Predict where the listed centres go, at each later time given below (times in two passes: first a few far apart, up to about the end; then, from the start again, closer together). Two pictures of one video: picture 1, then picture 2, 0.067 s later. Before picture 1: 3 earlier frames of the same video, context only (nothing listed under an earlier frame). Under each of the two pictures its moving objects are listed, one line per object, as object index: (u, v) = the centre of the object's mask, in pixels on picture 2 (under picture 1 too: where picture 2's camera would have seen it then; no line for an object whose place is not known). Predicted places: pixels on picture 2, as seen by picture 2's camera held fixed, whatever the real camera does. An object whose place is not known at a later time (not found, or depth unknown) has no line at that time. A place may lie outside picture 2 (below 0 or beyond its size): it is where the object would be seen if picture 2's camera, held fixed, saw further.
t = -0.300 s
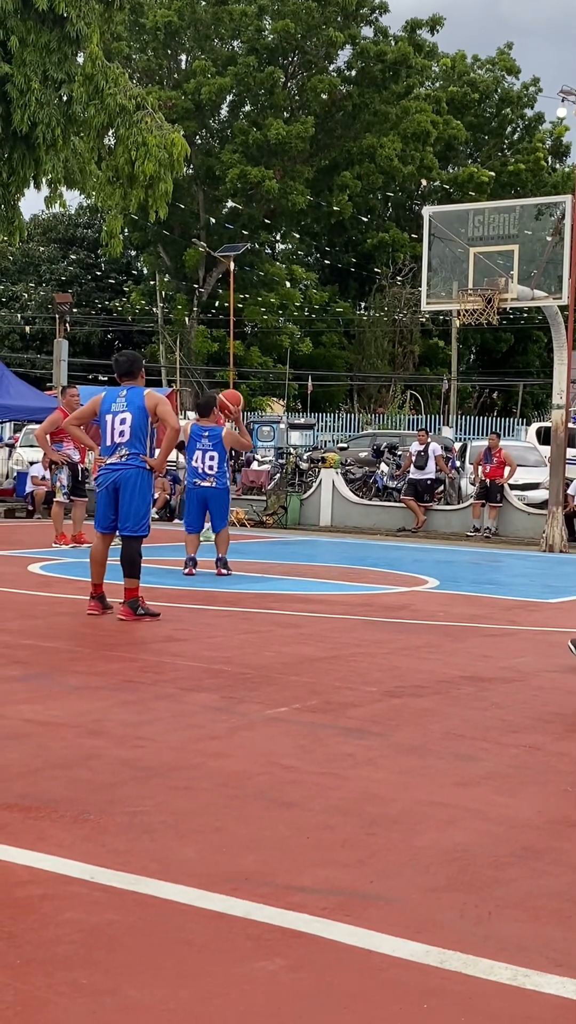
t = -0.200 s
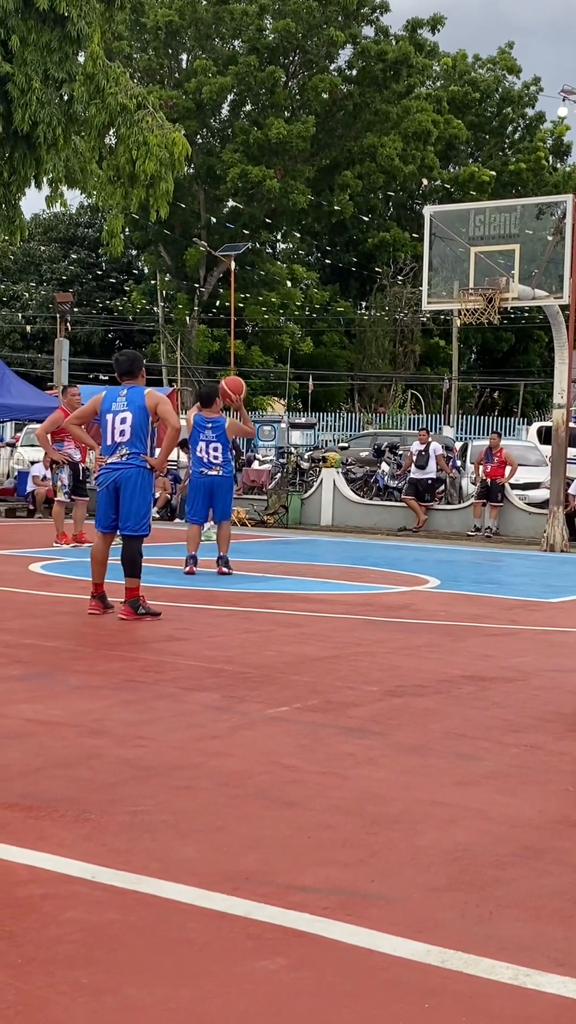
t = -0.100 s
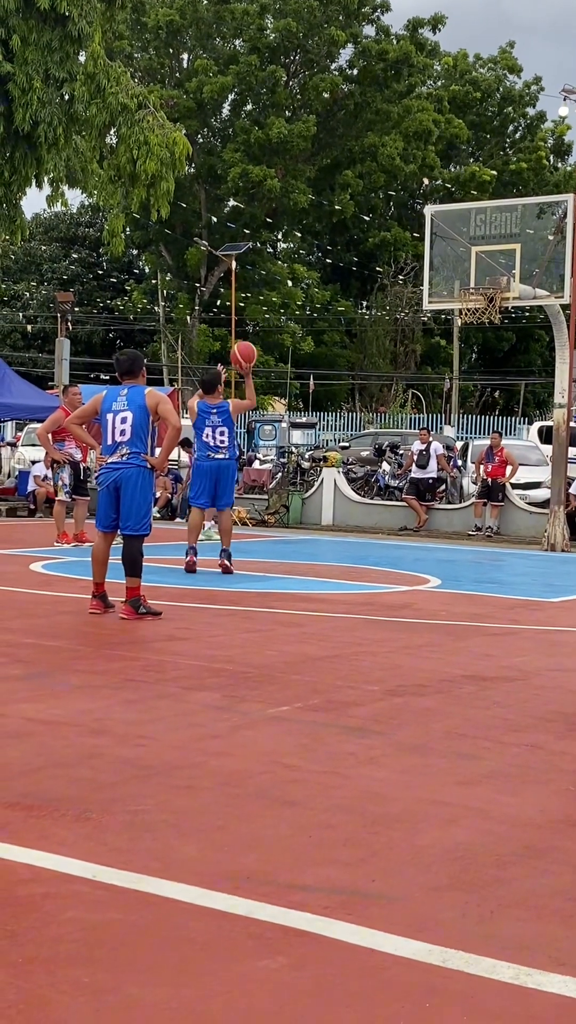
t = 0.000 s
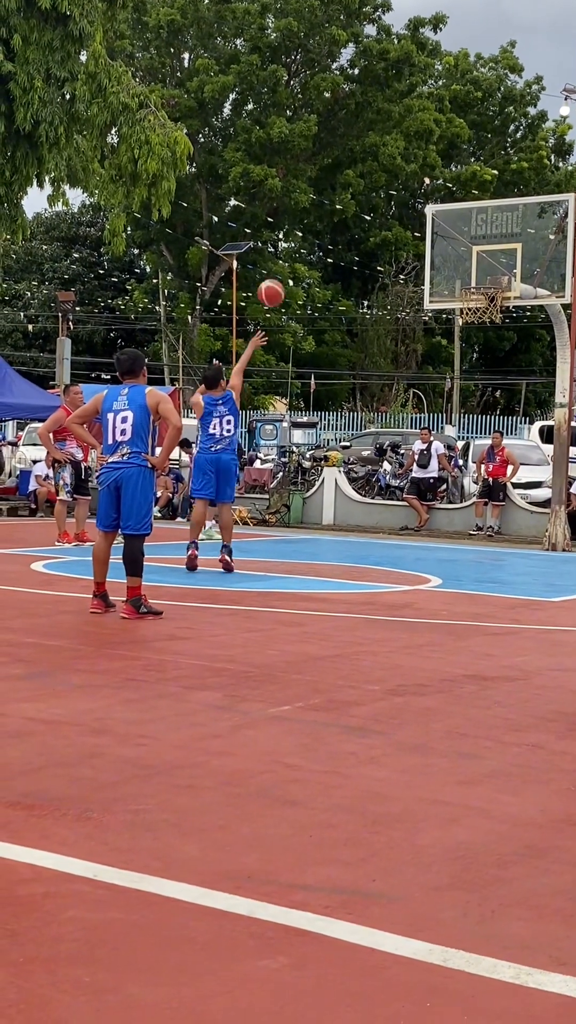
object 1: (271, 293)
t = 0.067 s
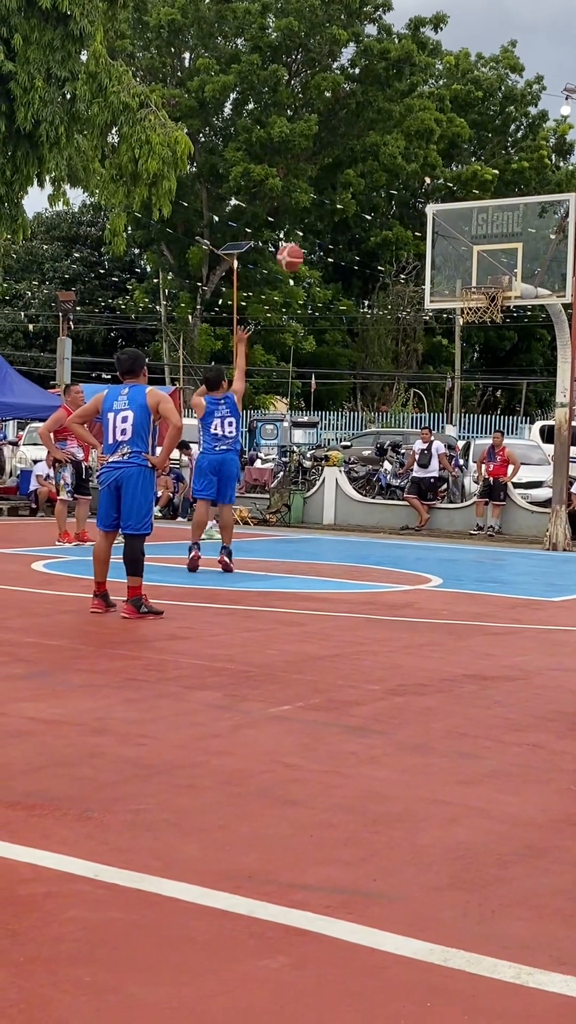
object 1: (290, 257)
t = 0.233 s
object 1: (332, 195)
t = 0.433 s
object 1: (375, 163)
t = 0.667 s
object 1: (418, 176)
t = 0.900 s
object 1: (455, 235)
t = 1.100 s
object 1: (481, 265)
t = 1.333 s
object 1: (485, 231)
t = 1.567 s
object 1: (484, 245)
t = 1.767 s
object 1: (481, 295)
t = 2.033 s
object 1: (474, 416)
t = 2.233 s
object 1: (467, 551)
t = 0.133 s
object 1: (307, 228)
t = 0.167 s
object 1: (316, 216)
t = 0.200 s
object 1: (324, 205)
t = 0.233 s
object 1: (332, 195)
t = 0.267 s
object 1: (340, 186)
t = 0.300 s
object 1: (347, 179)
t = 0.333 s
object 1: (354, 173)
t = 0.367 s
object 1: (362, 168)
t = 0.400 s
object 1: (369, 165)
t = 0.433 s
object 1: (375, 163)
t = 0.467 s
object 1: (382, 162)
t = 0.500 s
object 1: (389, 161)
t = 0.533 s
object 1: (395, 163)
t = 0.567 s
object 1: (401, 164)
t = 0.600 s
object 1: (407, 167)
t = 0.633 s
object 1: (413, 171)
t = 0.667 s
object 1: (418, 176)
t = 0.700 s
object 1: (424, 182)
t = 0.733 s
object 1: (429, 189)
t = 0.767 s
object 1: (435, 196)
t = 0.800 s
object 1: (440, 204)
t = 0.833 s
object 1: (444, 214)
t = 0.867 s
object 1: (450, 223)
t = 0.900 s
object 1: (455, 235)
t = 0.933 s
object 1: (459, 247)
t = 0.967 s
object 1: (463, 259)
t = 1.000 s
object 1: (467, 272)
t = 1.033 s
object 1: (471, 280)
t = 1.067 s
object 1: (477, 272)
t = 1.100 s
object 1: (481, 265)
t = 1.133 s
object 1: (485, 258)
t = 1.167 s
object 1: (484, 250)
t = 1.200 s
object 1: (486, 245)
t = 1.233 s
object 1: (486, 240)
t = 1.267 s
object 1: (485, 237)
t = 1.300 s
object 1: (485, 234)
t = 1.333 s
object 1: (485, 231)
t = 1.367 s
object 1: (486, 231)
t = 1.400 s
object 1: (485, 231)
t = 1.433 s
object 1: (486, 232)
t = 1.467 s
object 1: (486, 234)
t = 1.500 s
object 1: (485, 236)
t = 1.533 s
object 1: (485, 240)
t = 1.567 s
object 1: (484, 245)
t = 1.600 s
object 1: (484, 251)
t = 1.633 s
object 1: (483, 258)
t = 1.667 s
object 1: (483, 265)
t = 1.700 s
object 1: (482, 273)
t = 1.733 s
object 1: (482, 281)
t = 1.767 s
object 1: (481, 295)
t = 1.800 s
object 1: (480, 306)
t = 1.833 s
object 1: (479, 319)
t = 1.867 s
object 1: (479, 333)
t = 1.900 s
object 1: (478, 348)
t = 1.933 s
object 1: (477, 364)
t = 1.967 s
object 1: (476, 380)
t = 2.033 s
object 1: (474, 416)
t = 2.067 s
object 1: (473, 436)
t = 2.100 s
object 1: (472, 458)
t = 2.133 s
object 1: (471, 480)
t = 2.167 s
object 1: (470, 503)
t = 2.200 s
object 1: (468, 526)
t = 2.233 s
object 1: (467, 551)
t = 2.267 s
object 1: (470, 533)
